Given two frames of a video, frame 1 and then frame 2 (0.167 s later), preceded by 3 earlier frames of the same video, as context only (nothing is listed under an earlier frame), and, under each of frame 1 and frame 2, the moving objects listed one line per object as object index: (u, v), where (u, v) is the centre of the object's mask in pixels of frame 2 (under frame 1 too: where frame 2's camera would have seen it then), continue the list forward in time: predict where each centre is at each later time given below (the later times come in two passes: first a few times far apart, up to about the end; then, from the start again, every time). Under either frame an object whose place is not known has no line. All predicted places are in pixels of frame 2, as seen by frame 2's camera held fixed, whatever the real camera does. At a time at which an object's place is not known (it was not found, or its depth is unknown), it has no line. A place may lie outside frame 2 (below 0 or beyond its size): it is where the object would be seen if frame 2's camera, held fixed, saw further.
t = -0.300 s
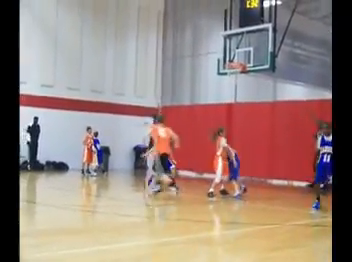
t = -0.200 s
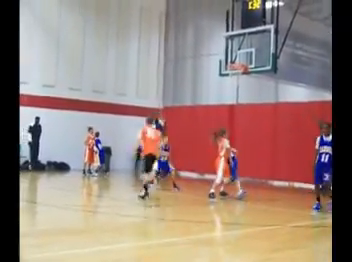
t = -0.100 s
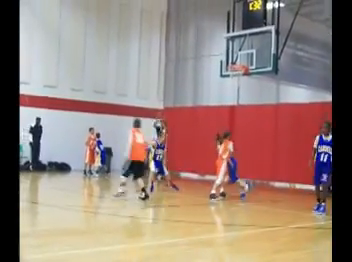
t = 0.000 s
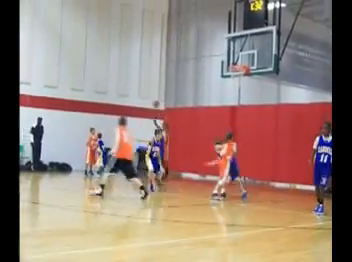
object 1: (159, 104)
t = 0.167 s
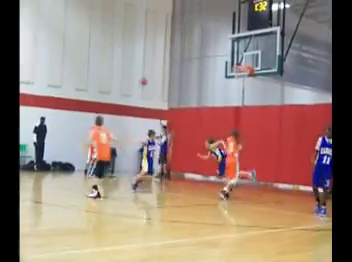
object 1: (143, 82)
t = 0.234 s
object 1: (136, 75)
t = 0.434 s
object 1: (111, 61)
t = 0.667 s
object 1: (73, 62)
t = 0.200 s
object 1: (139, 78)
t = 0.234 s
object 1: (136, 75)
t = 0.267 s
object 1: (132, 71)
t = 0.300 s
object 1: (128, 69)
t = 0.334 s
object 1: (124, 66)
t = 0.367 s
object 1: (119, 64)
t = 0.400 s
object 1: (115, 62)
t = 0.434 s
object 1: (111, 61)
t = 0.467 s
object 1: (107, 59)
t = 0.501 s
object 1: (101, 59)
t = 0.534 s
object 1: (96, 59)
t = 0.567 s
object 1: (90, 59)
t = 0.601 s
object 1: (85, 60)
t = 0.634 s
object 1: (79, 61)
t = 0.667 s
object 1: (73, 62)
